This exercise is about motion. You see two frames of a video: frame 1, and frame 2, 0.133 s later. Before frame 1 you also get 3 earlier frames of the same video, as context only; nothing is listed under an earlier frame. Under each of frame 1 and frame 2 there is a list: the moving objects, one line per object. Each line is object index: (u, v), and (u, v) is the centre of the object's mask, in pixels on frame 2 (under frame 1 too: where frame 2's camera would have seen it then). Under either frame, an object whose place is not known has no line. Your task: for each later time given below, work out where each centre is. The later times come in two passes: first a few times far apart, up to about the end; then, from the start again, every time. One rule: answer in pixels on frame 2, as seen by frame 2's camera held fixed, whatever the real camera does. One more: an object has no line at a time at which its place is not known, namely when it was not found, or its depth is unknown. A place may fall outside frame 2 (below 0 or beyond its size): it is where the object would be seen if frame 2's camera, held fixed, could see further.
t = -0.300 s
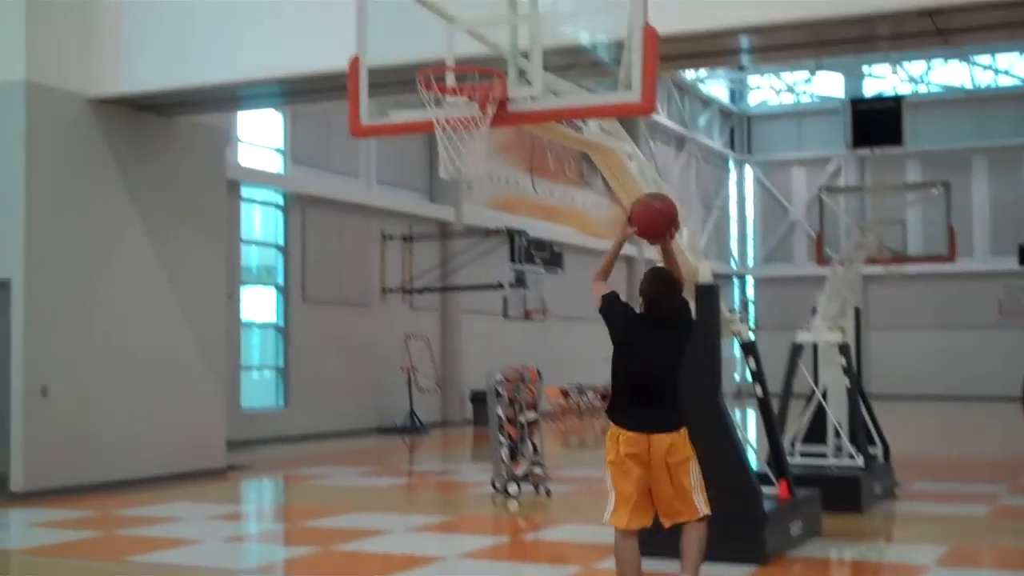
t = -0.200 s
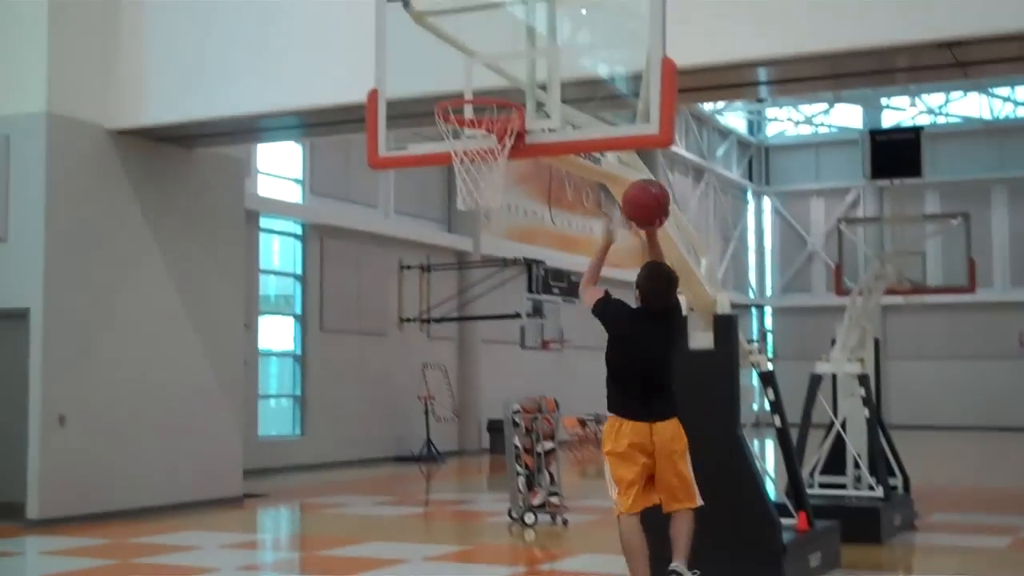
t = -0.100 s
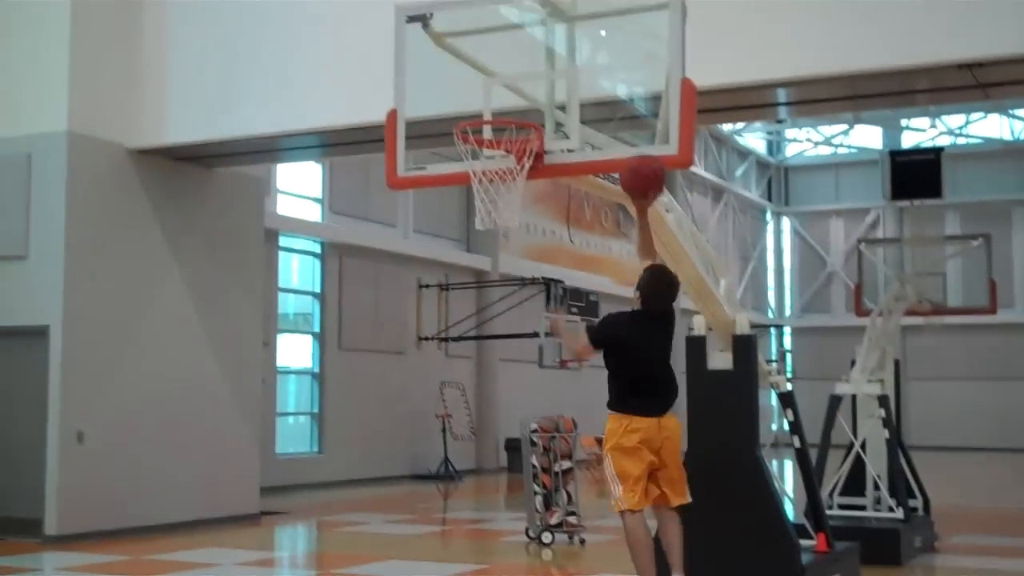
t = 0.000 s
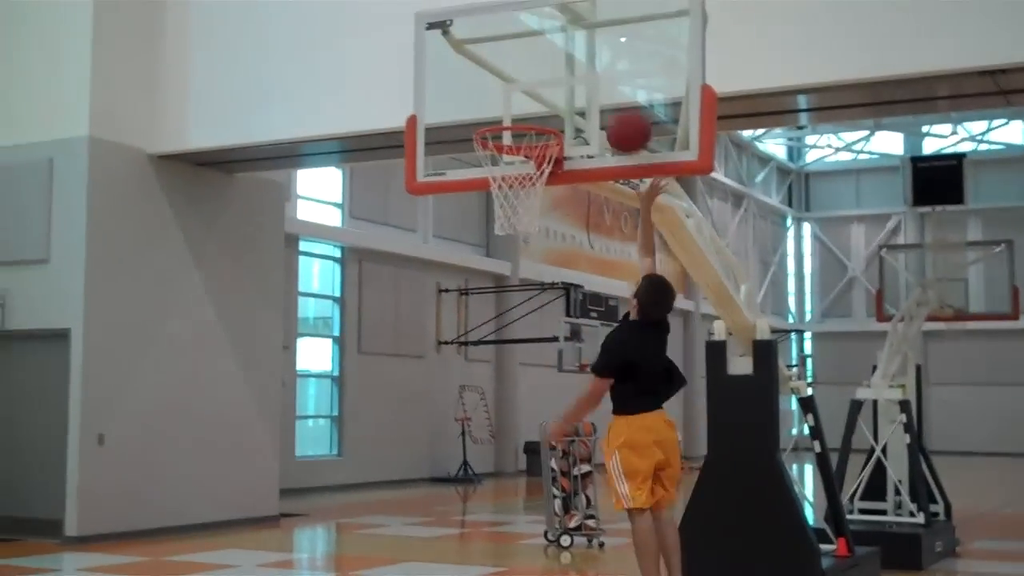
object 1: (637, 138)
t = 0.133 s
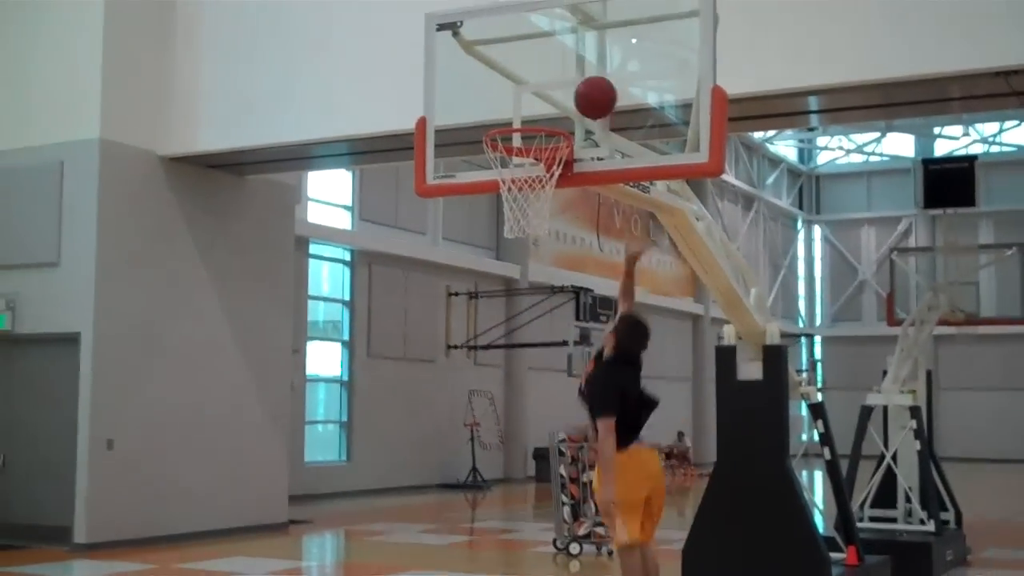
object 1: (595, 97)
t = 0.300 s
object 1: (535, 96)
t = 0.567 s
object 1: (518, 112)
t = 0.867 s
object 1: (535, 198)
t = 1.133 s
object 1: (528, 321)
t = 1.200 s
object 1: (527, 372)
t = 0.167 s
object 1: (581, 94)
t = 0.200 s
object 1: (570, 91)
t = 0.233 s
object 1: (558, 91)
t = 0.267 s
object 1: (549, 92)
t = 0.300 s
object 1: (535, 96)
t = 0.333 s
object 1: (524, 102)
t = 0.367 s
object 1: (514, 109)
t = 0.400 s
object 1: (501, 116)
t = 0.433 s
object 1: (504, 114)
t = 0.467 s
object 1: (508, 111)
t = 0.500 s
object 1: (512, 110)
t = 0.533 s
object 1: (516, 110)
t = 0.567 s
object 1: (518, 112)
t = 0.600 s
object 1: (523, 115)
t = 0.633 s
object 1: (526, 118)
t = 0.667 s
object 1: (530, 121)
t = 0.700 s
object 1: (534, 125)
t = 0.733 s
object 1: (534, 155)
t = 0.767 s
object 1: (536, 165)
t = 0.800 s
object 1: (537, 174)
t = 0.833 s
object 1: (536, 188)
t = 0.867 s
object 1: (535, 198)
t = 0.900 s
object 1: (534, 205)
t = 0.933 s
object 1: (534, 216)
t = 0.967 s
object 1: (534, 230)
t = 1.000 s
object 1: (533, 246)
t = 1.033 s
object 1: (531, 260)
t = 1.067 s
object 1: (530, 279)
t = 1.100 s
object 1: (529, 299)
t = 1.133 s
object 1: (528, 321)
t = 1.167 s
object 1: (527, 345)
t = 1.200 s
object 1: (527, 372)
